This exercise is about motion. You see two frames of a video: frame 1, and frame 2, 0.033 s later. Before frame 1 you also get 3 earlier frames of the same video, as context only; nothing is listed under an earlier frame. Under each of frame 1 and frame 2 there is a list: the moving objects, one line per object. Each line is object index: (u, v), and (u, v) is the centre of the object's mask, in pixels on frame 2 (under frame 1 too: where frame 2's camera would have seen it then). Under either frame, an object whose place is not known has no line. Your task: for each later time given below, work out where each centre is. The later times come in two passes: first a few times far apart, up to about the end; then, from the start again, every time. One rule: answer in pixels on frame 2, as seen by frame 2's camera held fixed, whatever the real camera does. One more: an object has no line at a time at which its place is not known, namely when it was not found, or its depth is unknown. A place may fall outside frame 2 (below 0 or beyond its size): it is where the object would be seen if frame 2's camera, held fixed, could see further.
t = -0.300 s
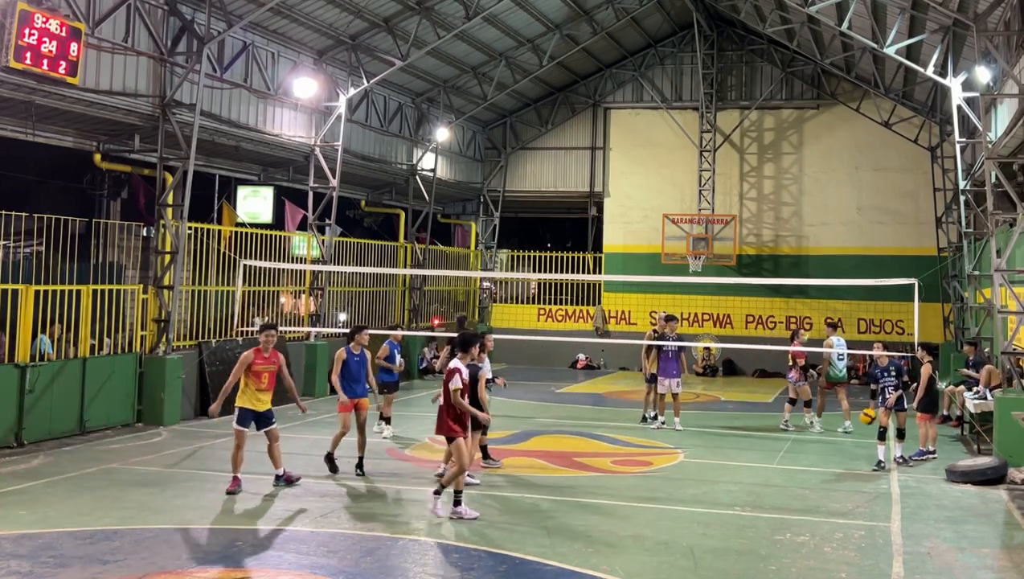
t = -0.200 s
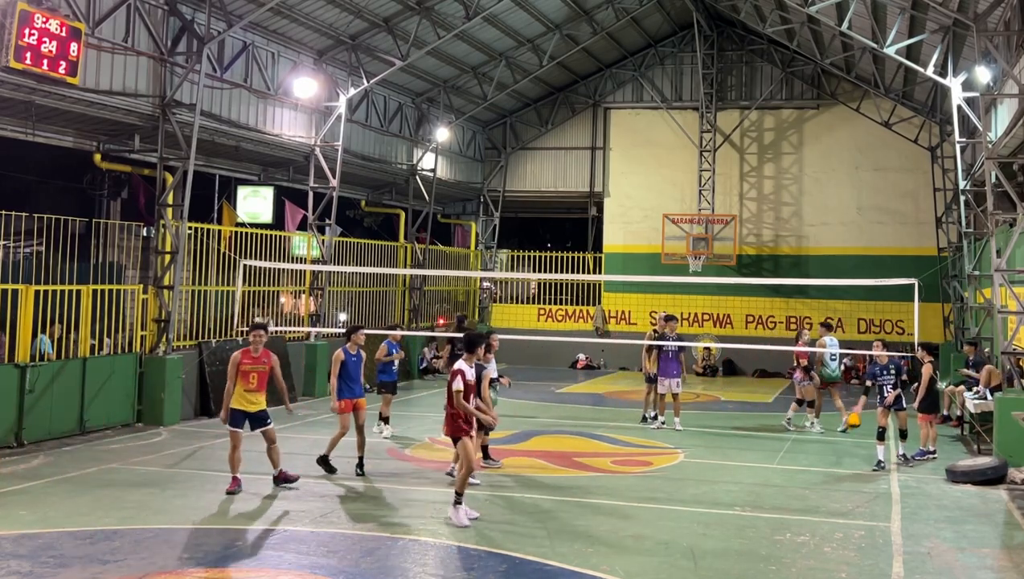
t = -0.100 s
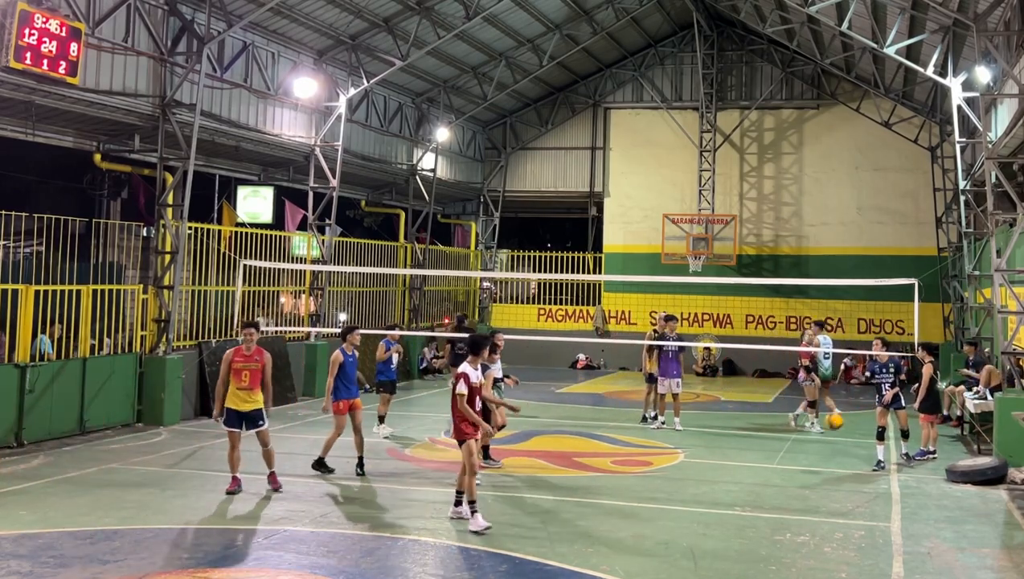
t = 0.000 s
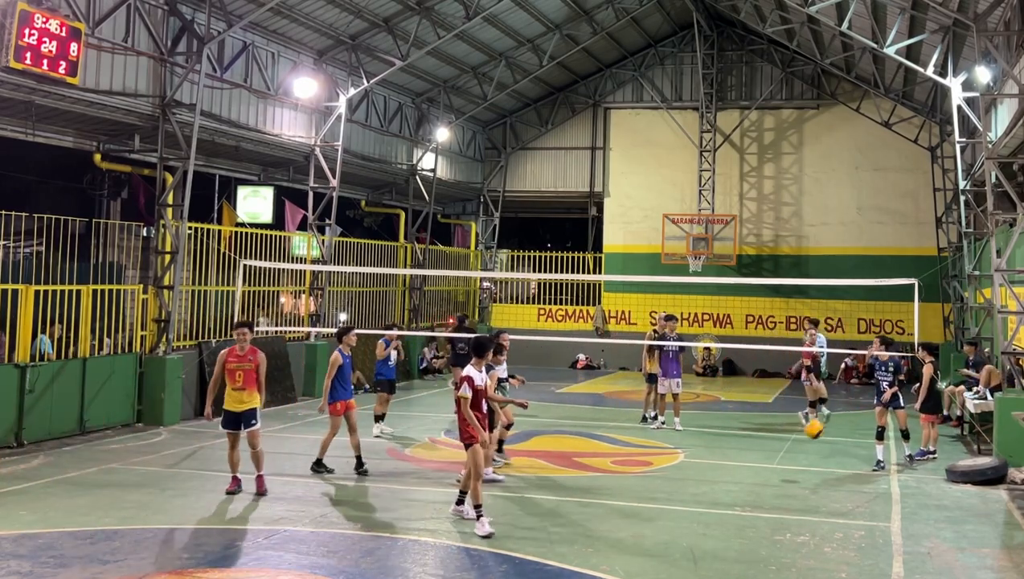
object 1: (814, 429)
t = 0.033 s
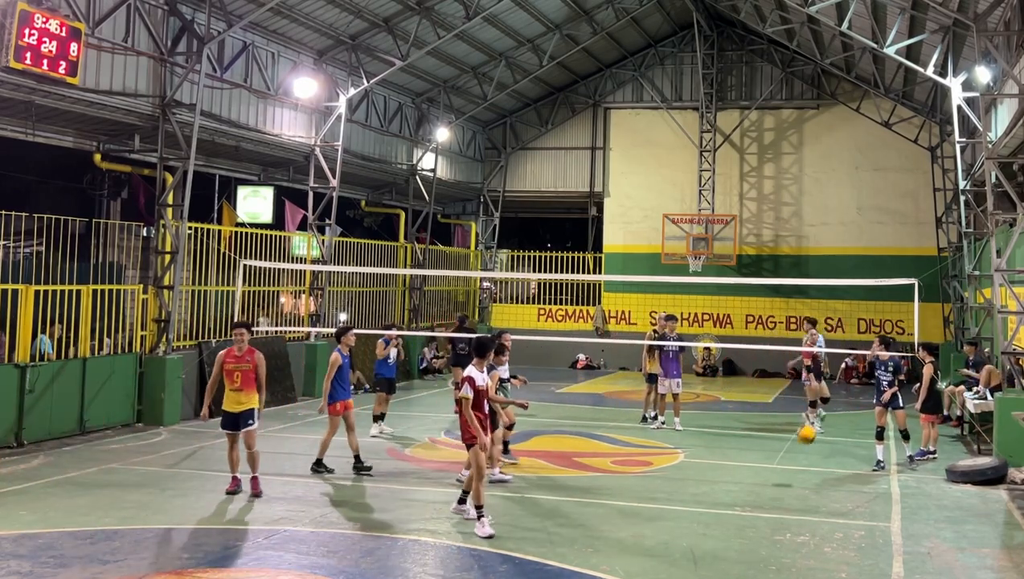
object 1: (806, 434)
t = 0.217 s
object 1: (764, 484)
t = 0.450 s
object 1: (718, 479)
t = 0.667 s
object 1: (671, 497)
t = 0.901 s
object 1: (611, 546)
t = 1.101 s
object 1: (552, 543)
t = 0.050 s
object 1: (803, 437)
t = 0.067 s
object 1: (799, 441)
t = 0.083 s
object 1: (795, 444)
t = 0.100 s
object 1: (792, 448)
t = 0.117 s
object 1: (788, 452)
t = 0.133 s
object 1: (784, 456)
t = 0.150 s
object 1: (781, 462)
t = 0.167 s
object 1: (776, 467)
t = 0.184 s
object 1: (772, 473)
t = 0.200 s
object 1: (768, 478)
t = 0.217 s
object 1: (764, 484)
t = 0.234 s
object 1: (760, 492)
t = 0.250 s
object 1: (755, 498)
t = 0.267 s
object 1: (751, 503)
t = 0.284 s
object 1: (749, 499)
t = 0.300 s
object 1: (746, 496)
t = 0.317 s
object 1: (742, 493)
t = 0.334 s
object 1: (740, 490)
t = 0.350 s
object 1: (737, 488)
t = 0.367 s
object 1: (733, 486)
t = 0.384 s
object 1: (730, 483)
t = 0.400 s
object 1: (727, 482)
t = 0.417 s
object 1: (724, 481)
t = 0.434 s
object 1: (721, 480)
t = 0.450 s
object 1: (718, 479)
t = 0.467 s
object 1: (714, 479)
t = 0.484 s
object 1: (711, 478)
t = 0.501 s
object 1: (707, 479)
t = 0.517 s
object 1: (704, 479)
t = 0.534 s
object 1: (701, 480)
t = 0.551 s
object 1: (697, 481)
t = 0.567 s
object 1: (694, 482)
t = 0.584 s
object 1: (691, 484)
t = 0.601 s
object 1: (686, 486)
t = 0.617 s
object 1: (682, 488)
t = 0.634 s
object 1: (679, 491)
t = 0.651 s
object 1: (675, 494)
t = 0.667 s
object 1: (671, 497)
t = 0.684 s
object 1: (667, 502)
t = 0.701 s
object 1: (663, 505)
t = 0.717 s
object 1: (660, 510)
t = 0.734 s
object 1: (655, 515)
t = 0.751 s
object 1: (651, 521)
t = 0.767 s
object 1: (646, 527)
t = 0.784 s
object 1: (642, 533)
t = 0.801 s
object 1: (638, 540)
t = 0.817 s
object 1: (634, 547)
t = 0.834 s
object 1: (630, 555)
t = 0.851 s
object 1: (625, 554)
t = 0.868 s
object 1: (620, 552)
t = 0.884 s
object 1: (616, 549)
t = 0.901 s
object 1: (611, 546)
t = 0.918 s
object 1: (607, 544)
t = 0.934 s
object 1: (603, 542)
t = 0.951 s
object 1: (597, 541)
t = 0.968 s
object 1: (592, 540)
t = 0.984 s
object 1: (588, 539)
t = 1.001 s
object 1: (584, 539)
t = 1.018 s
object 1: (578, 538)
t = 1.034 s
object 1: (572, 539)
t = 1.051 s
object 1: (567, 539)
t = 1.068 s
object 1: (562, 541)
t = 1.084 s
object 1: (557, 542)
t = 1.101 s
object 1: (552, 543)
